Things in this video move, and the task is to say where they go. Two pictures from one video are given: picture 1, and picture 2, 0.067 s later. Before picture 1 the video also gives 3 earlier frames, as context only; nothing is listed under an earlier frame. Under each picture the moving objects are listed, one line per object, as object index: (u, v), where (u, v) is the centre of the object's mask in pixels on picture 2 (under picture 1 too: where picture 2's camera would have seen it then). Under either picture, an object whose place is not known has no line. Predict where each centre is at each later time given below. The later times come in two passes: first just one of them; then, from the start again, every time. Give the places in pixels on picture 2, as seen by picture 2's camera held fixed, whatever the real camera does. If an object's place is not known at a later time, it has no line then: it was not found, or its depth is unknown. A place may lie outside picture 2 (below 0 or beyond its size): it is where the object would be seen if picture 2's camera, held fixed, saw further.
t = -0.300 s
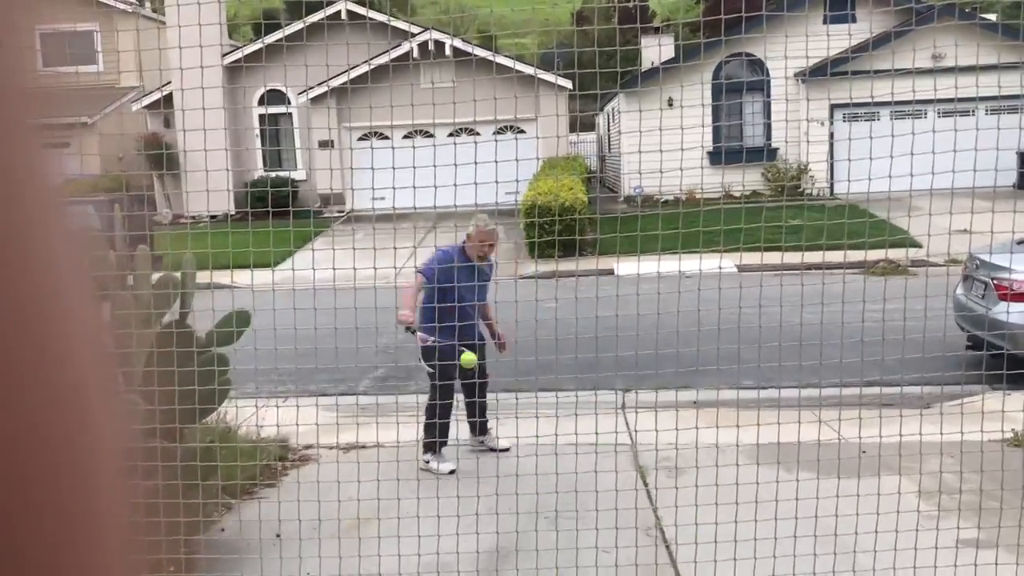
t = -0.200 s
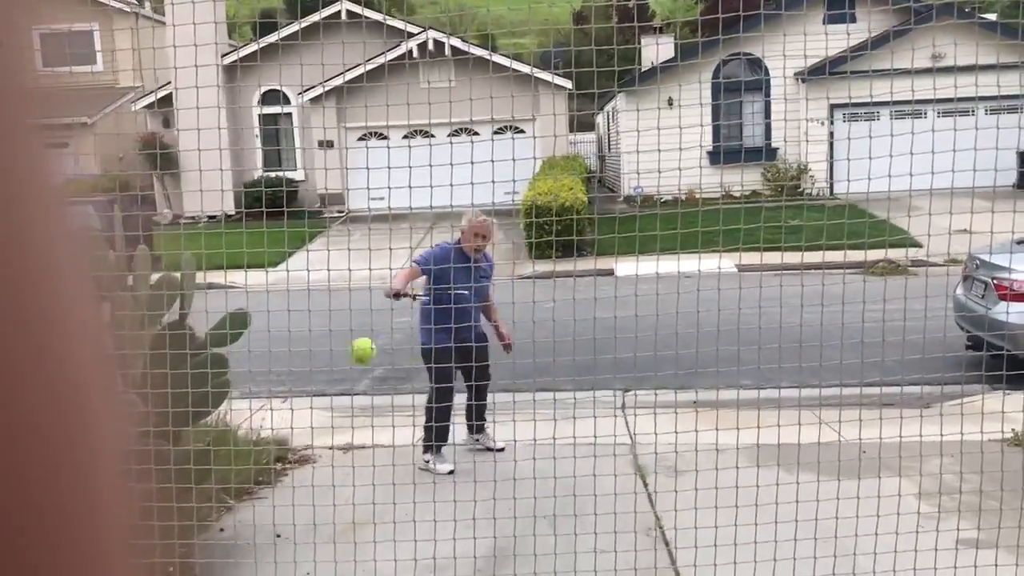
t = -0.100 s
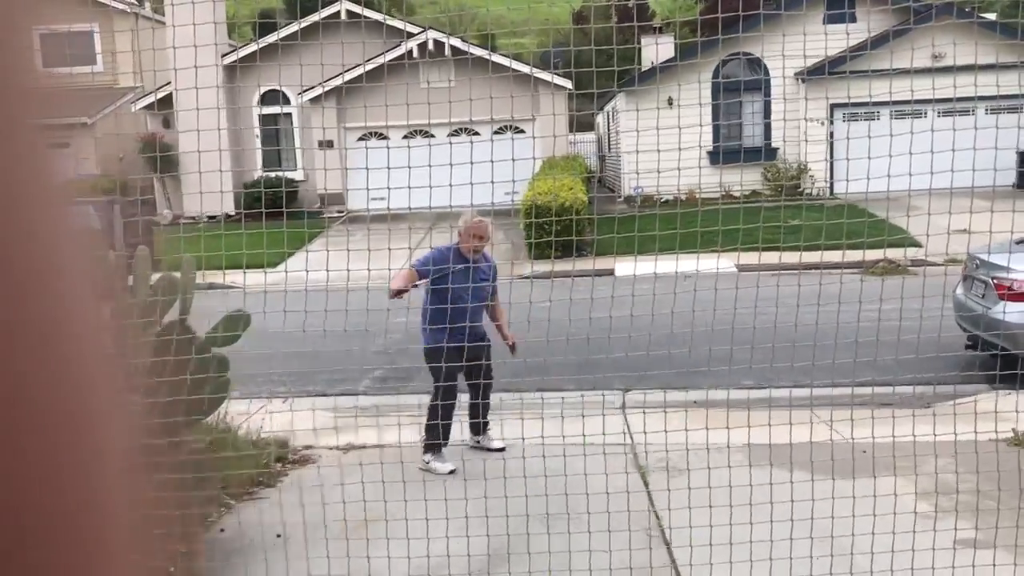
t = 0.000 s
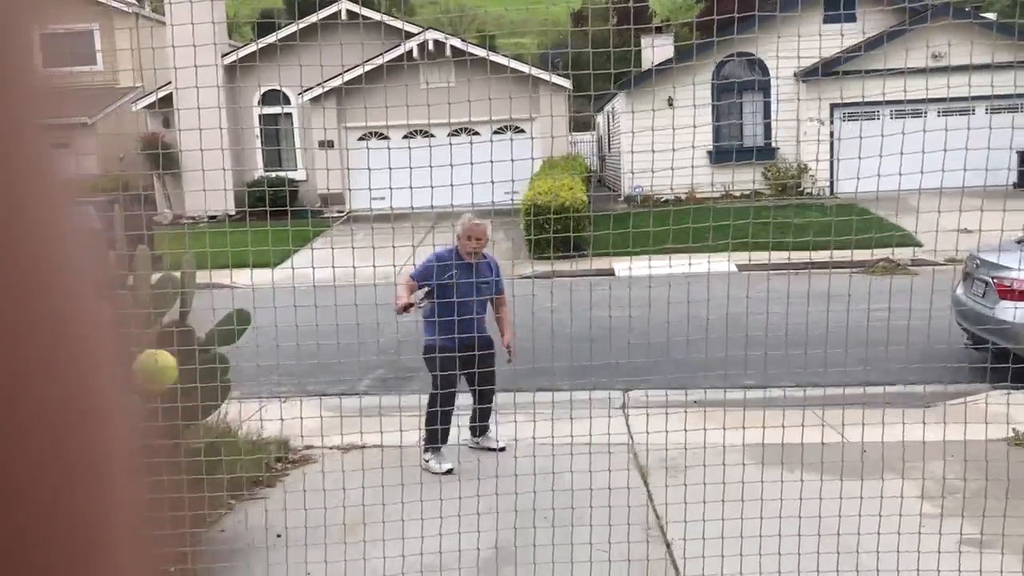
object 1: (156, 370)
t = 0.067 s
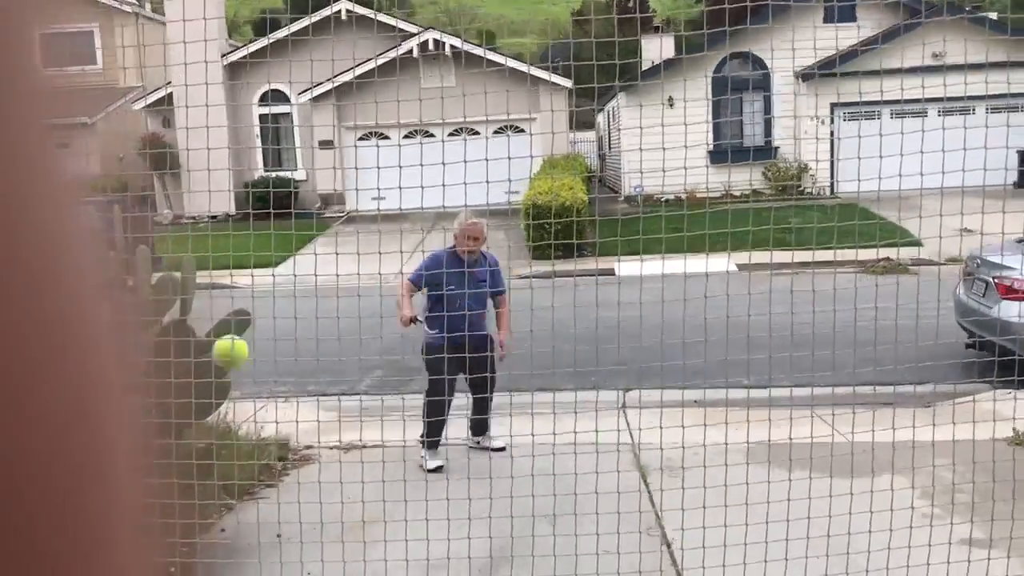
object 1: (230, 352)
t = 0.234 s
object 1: (334, 391)
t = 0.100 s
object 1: (258, 353)
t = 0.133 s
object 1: (281, 358)
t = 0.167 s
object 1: (302, 367)
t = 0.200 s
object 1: (319, 378)
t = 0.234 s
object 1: (334, 391)
